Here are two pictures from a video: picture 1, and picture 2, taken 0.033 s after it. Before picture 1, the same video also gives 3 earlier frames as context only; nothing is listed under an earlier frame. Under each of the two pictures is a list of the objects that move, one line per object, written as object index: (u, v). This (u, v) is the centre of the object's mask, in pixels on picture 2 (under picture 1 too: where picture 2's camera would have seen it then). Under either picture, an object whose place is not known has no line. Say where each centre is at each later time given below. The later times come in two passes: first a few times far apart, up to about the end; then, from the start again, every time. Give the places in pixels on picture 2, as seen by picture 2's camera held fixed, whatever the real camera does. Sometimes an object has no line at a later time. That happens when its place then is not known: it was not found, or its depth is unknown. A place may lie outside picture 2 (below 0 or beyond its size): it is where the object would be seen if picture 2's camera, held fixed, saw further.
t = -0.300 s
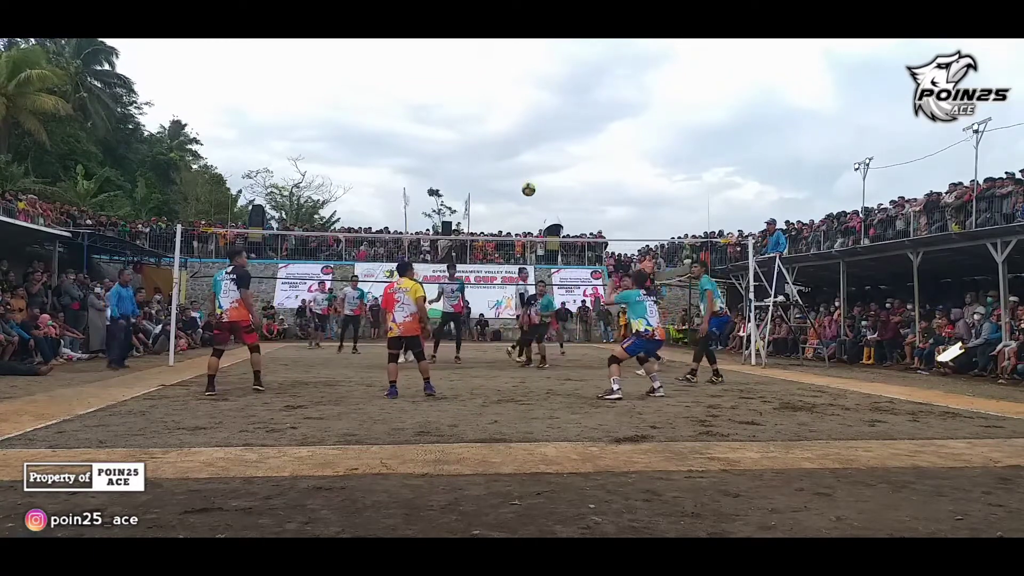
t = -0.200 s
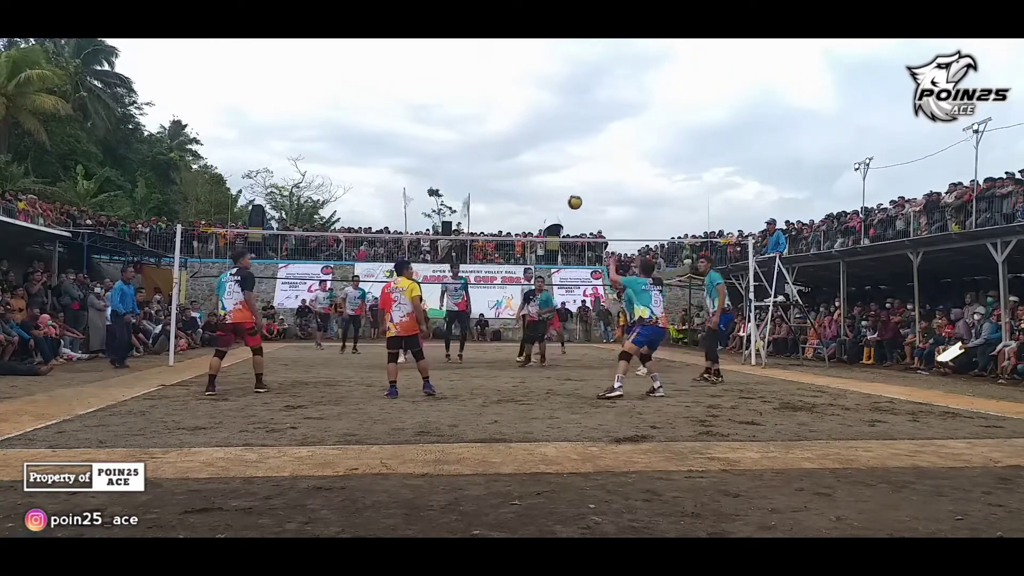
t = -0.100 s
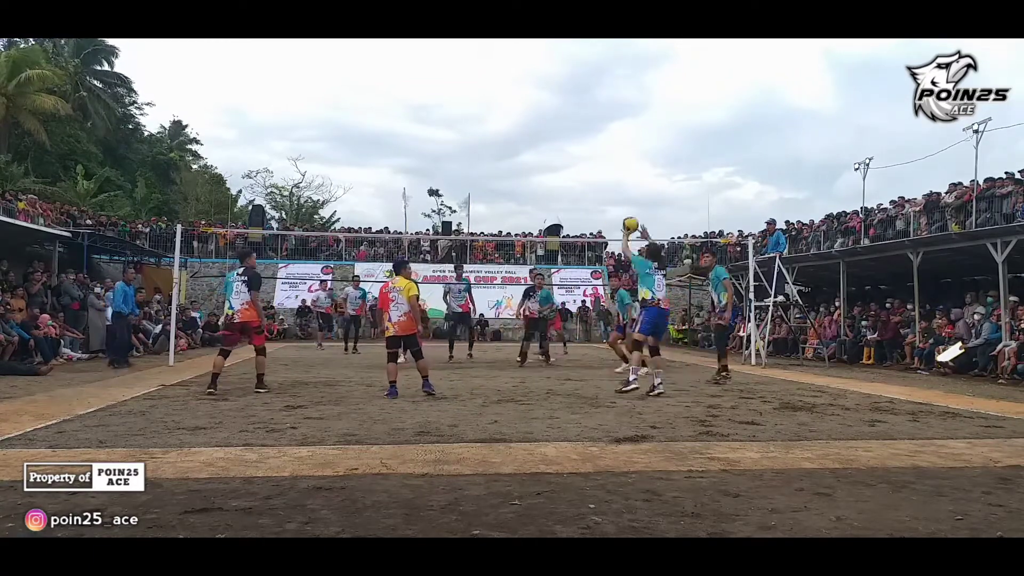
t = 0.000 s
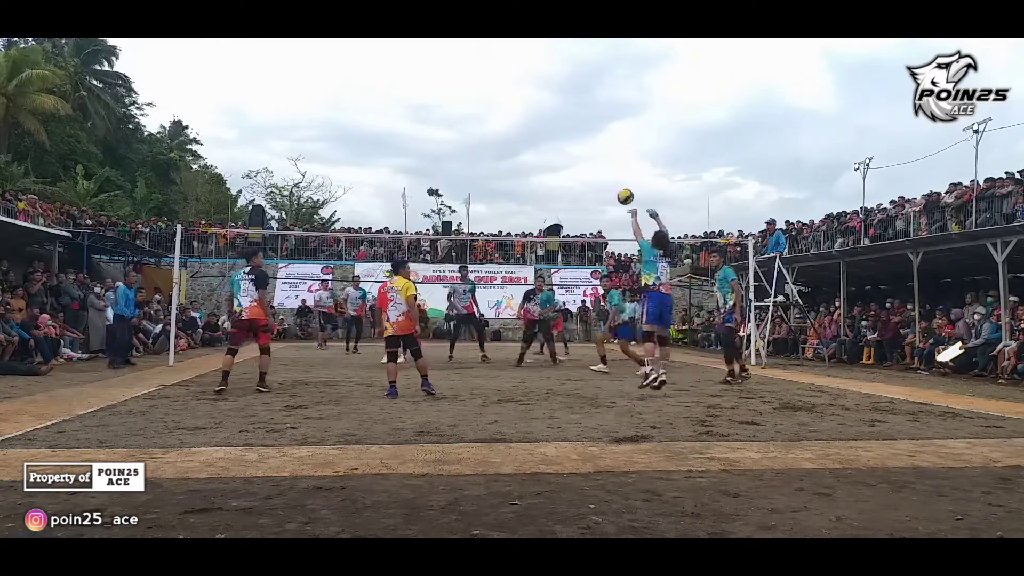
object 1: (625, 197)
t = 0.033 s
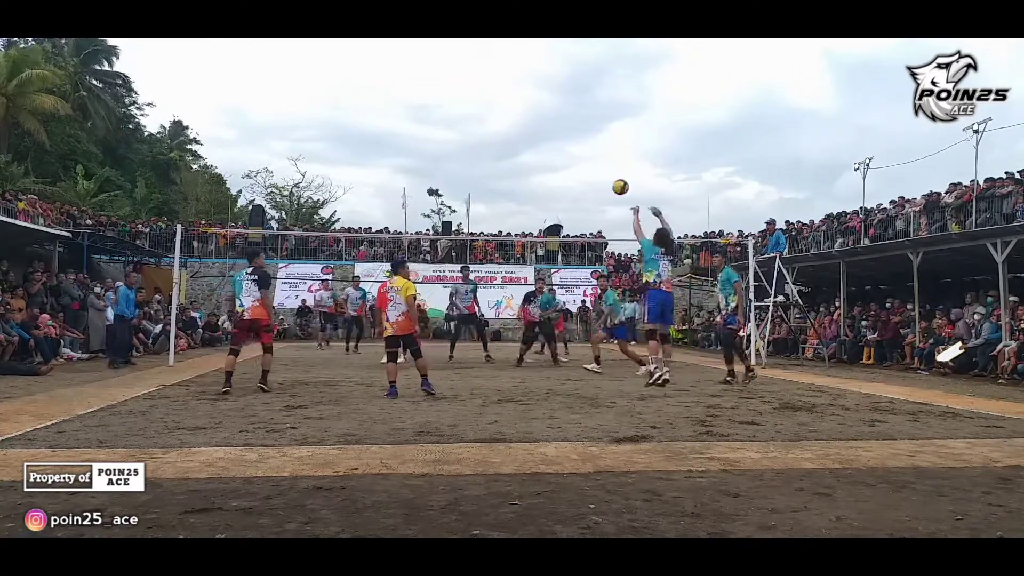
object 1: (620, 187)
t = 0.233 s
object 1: (594, 150)
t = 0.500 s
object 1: (565, 149)
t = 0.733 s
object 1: (542, 182)
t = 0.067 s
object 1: (616, 179)
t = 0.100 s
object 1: (611, 171)
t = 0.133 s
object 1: (607, 164)
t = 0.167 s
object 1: (602, 159)
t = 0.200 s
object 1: (598, 154)
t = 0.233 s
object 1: (594, 150)
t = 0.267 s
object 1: (590, 147)
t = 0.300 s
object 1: (586, 145)
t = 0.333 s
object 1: (583, 144)
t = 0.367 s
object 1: (579, 143)
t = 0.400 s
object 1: (575, 144)
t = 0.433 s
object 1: (571, 145)
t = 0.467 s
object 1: (568, 146)
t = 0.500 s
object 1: (565, 149)
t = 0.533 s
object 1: (561, 152)
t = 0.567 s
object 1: (558, 155)
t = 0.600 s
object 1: (554, 159)
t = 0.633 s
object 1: (551, 164)
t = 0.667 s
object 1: (548, 169)
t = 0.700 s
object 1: (545, 175)
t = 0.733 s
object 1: (542, 182)
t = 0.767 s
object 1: (539, 189)
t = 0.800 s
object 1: (536, 196)
